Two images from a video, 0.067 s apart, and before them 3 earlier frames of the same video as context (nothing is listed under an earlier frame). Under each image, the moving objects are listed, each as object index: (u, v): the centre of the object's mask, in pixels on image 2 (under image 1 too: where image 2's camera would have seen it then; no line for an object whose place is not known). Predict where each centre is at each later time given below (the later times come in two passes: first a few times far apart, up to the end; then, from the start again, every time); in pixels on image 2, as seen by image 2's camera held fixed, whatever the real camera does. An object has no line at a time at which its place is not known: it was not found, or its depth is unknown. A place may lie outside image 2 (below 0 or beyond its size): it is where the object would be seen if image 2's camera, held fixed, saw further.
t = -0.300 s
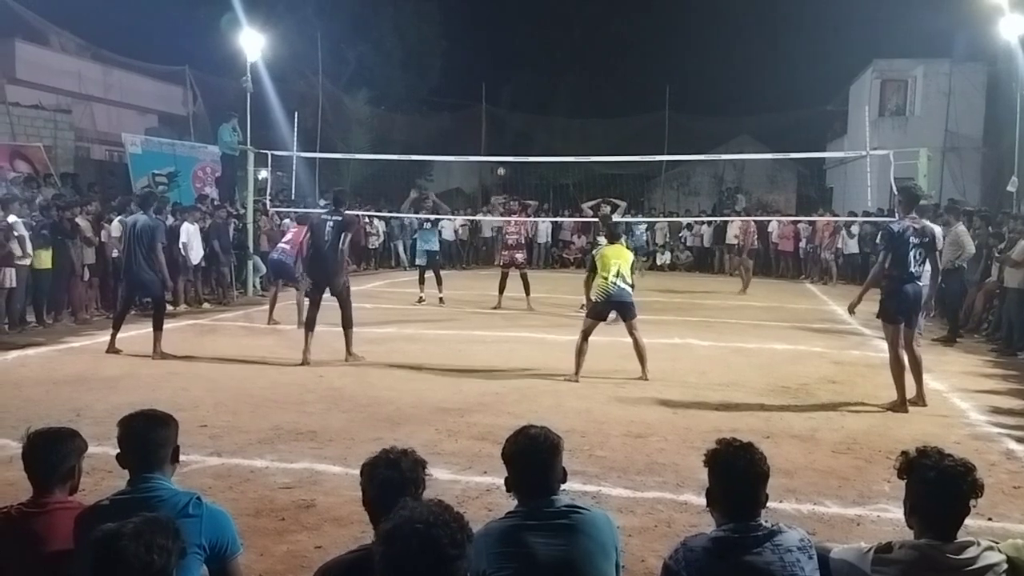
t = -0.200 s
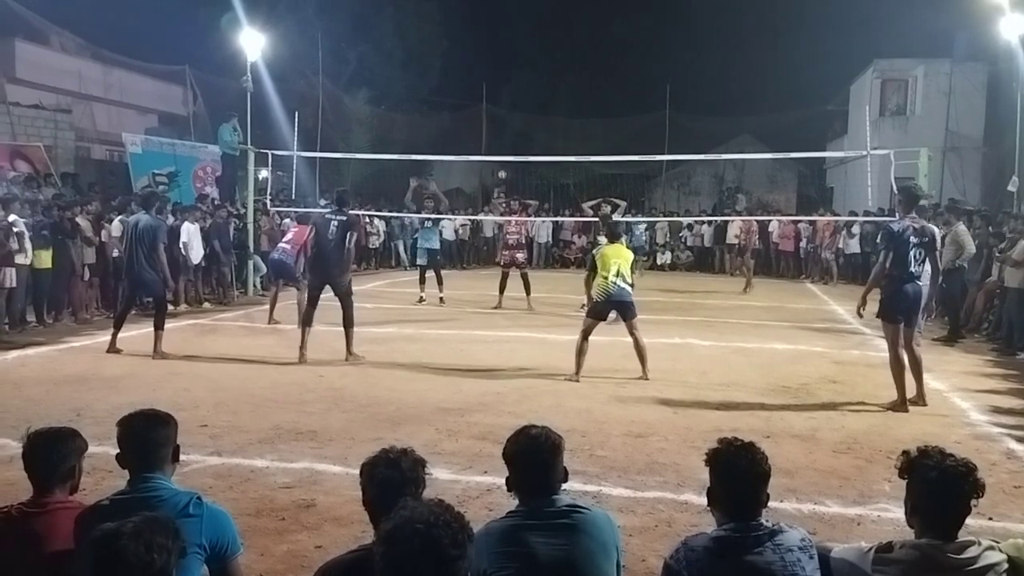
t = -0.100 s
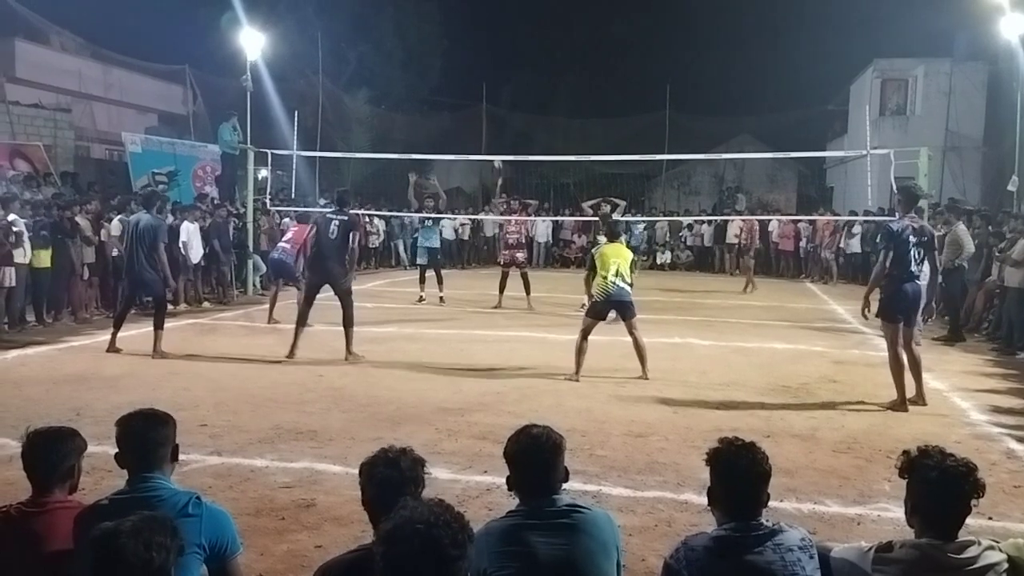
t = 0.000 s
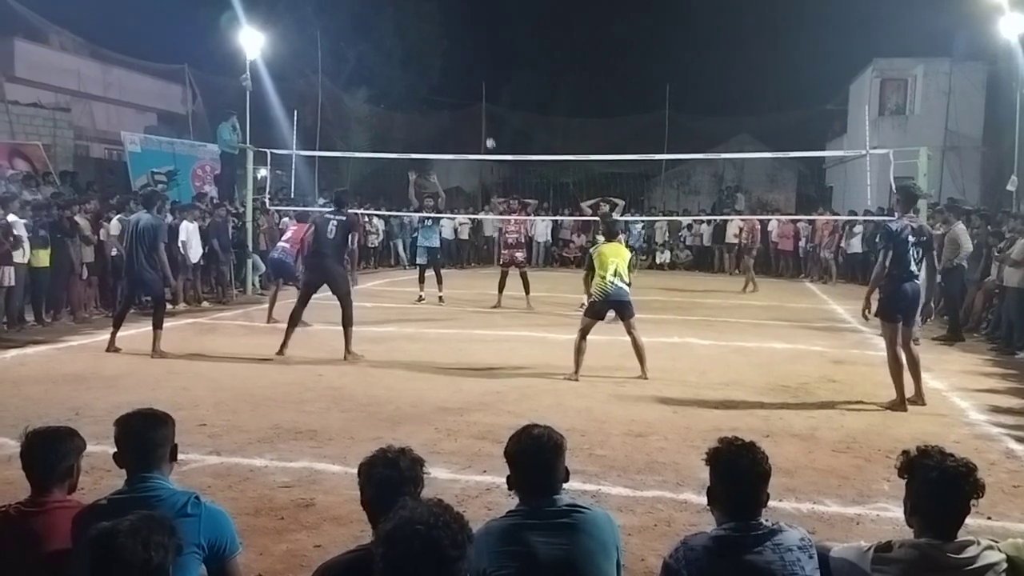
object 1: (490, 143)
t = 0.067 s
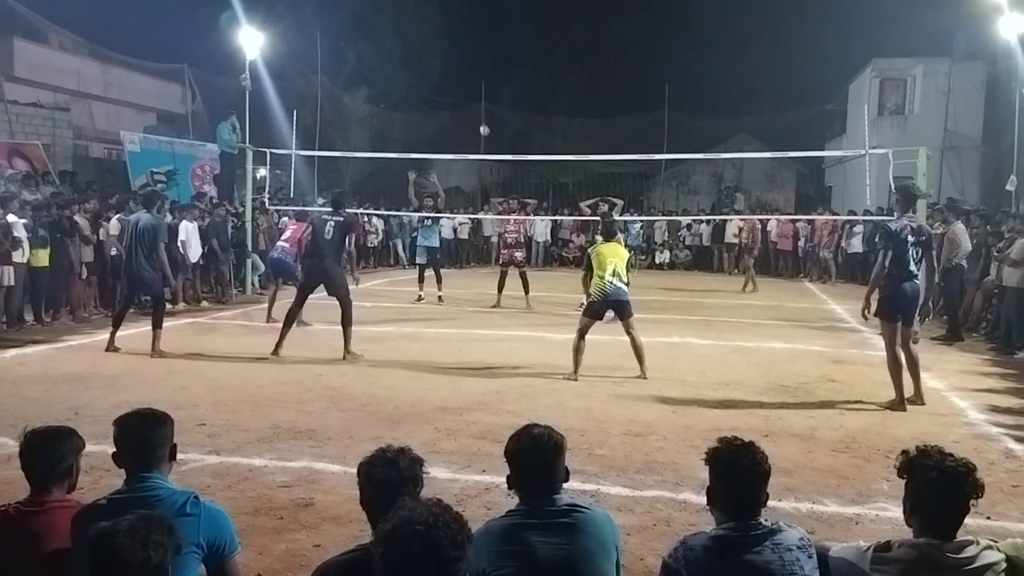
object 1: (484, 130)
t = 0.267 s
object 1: (468, 99)
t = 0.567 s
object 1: (440, 79)
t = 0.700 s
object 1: (425, 88)
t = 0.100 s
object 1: (481, 124)
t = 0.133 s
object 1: (478, 118)
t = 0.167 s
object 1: (476, 113)
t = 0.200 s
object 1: (473, 108)
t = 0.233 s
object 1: (470, 103)
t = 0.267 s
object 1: (468, 99)
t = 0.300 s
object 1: (465, 95)
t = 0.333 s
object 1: (462, 91)
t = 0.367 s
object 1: (459, 88)
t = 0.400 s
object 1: (456, 85)
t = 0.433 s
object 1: (454, 82)
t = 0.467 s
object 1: (450, 81)
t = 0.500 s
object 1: (447, 80)
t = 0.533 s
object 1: (443, 79)
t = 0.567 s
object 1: (440, 79)
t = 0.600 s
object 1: (437, 80)
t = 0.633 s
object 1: (433, 82)
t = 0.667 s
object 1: (429, 85)
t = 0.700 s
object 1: (425, 88)
